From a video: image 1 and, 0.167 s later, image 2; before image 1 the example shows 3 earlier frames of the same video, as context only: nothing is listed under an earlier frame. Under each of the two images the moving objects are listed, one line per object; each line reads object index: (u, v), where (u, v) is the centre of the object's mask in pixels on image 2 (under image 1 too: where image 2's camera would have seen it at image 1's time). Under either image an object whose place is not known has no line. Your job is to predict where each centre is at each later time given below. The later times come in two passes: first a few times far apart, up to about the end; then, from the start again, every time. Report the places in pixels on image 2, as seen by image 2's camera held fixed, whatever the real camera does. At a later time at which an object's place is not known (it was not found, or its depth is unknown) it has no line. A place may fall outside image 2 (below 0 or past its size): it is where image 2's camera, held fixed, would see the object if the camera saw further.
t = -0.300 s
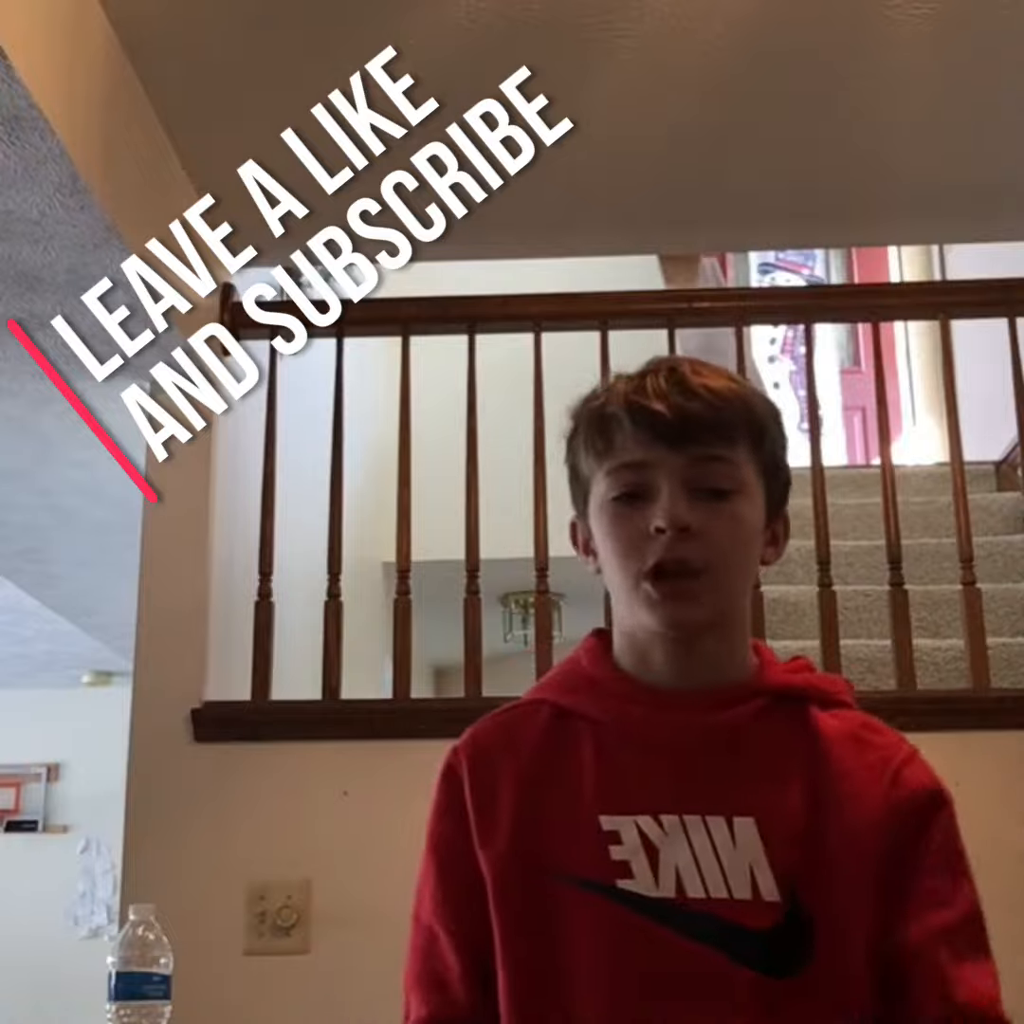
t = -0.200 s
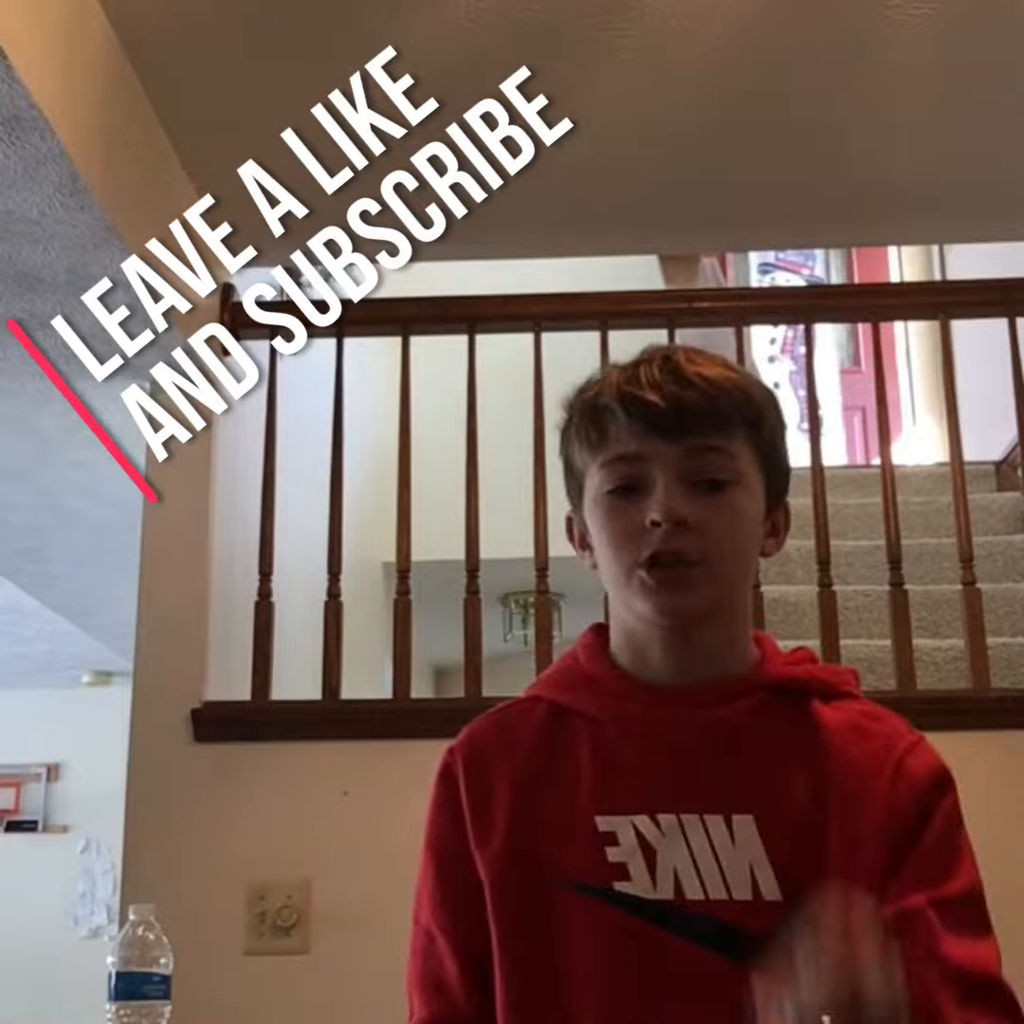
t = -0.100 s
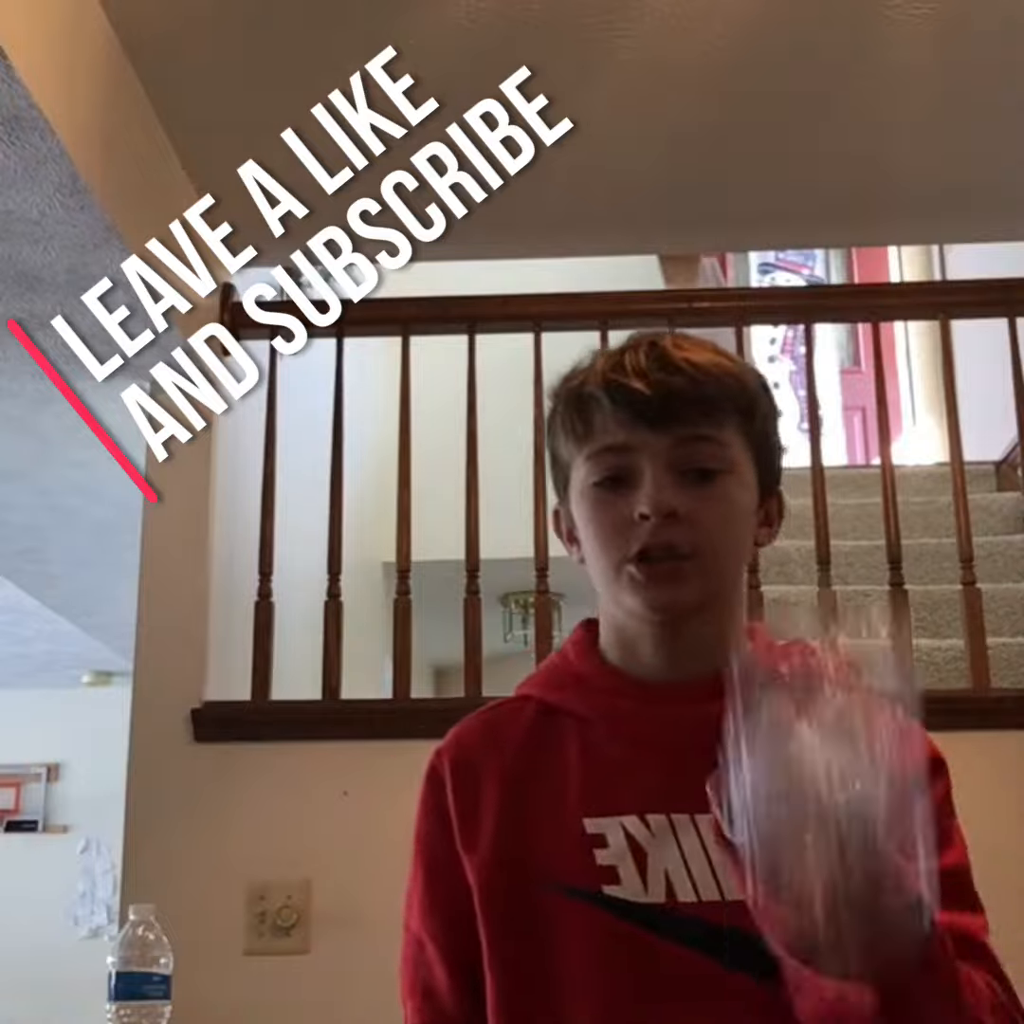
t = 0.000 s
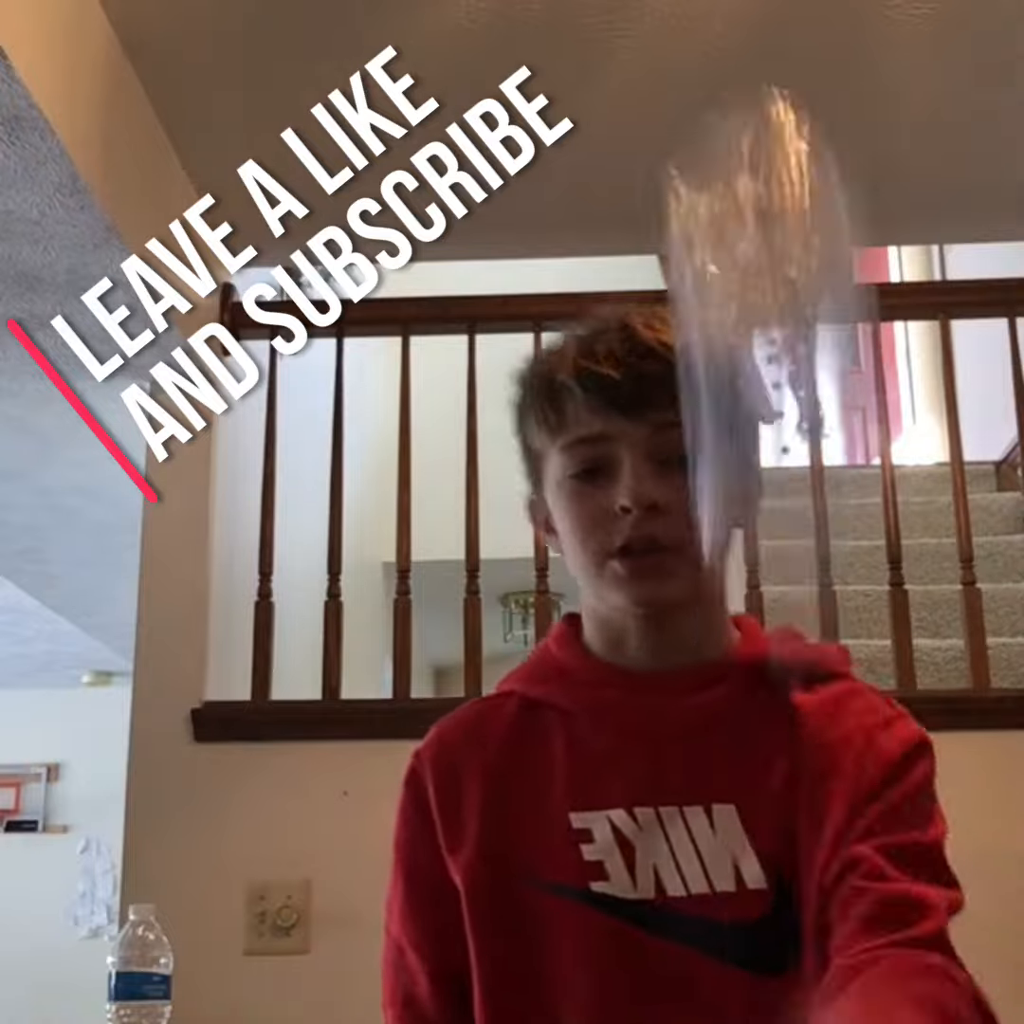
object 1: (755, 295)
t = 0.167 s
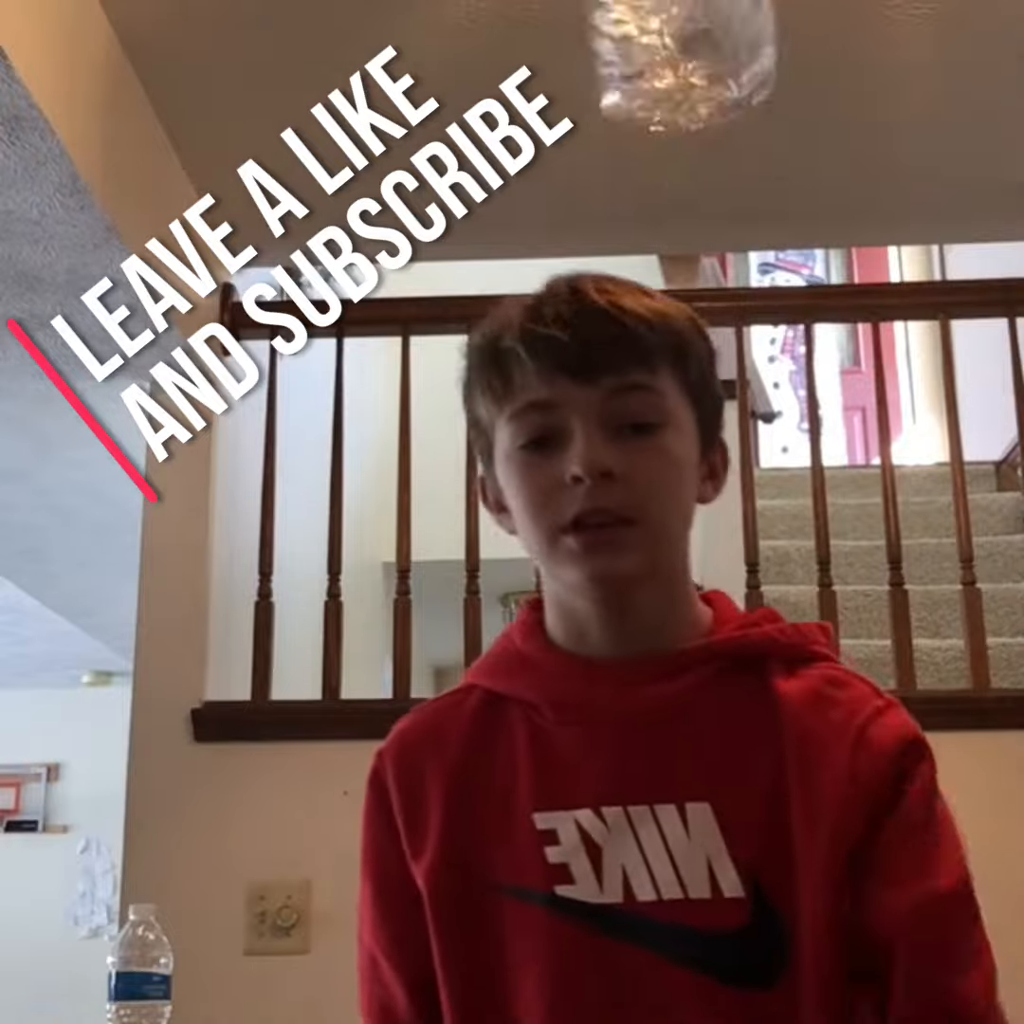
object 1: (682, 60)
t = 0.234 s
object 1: (653, 96)
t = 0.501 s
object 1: (421, 872)
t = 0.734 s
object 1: (396, 838)
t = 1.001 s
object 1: (397, 838)
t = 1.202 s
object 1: (397, 838)
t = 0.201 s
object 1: (670, 74)
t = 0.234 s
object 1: (653, 96)
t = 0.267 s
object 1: (640, 141)
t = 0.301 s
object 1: (617, 233)
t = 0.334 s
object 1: (602, 341)
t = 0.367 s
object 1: (573, 548)
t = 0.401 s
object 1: (537, 693)
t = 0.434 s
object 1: (472, 878)
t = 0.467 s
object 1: (445, 876)
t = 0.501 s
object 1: (421, 872)
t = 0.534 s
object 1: (392, 859)
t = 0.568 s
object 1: (380, 854)
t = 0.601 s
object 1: (375, 842)
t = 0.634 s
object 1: (379, 843)
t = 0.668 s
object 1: (402, 842)
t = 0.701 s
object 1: (402, 841)
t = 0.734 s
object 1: (396, 838)
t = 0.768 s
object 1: (398, 839)
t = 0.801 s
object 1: (396, 838)
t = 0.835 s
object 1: (396, 838)
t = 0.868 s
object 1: (396, 838)
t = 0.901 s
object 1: (397, 838)
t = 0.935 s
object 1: (397, 838)
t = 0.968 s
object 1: (397, 838)
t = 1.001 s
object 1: (397, 838)
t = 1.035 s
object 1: (397, 838)
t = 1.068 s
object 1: (397, 838)
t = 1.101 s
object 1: (397, 838)
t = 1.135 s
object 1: (397, 838)
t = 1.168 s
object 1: (397, 838)
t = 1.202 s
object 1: (397, 838)
